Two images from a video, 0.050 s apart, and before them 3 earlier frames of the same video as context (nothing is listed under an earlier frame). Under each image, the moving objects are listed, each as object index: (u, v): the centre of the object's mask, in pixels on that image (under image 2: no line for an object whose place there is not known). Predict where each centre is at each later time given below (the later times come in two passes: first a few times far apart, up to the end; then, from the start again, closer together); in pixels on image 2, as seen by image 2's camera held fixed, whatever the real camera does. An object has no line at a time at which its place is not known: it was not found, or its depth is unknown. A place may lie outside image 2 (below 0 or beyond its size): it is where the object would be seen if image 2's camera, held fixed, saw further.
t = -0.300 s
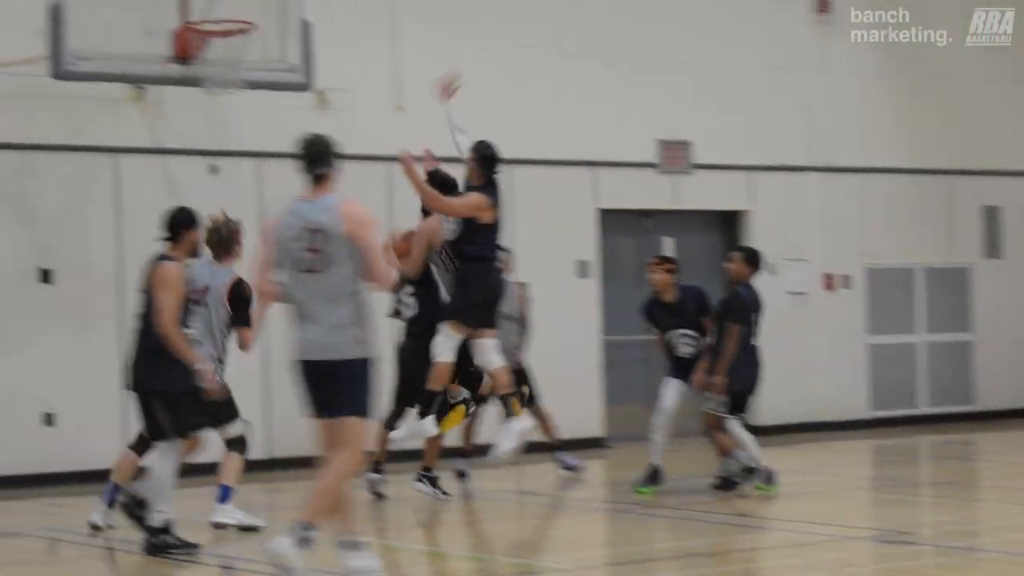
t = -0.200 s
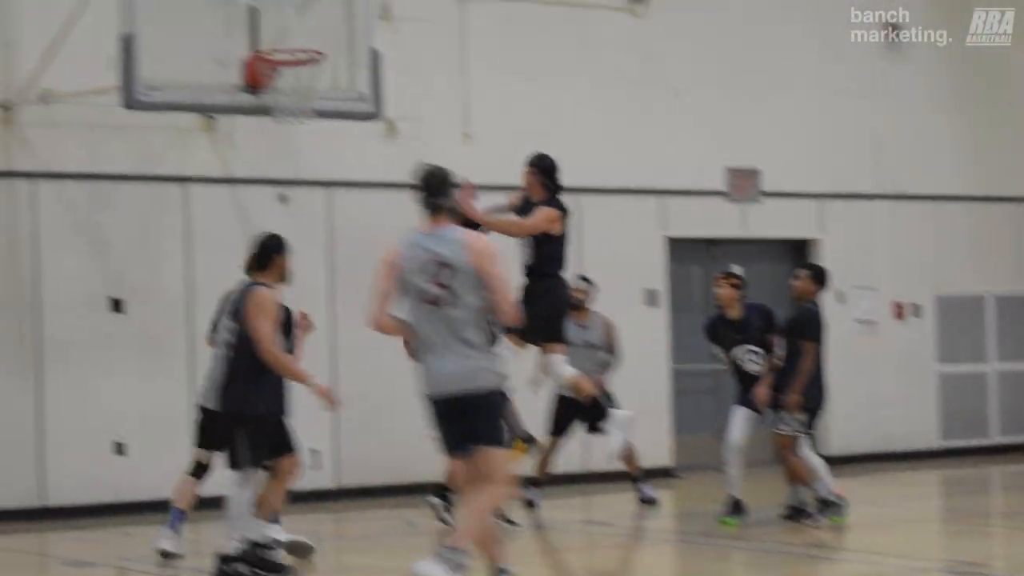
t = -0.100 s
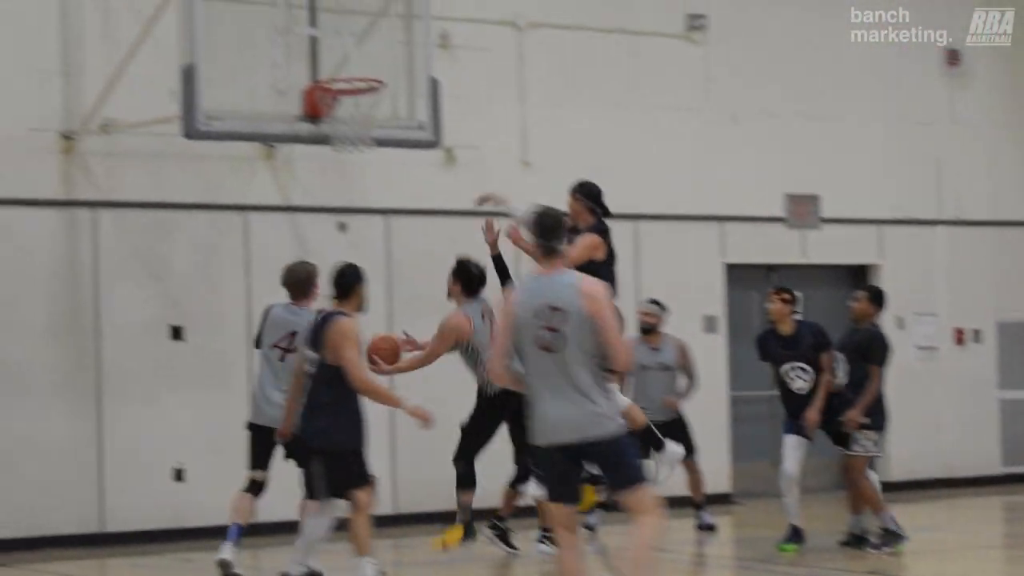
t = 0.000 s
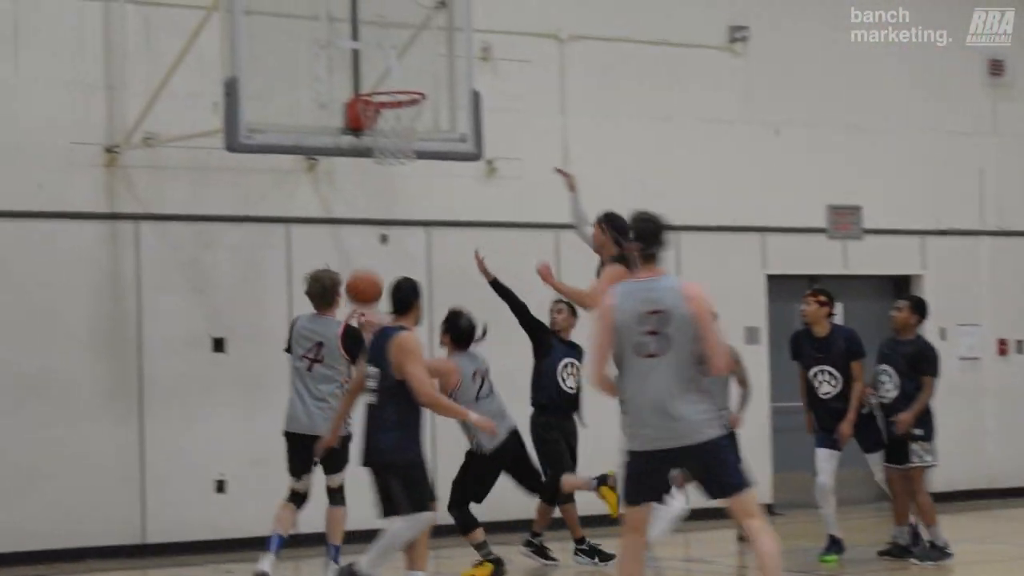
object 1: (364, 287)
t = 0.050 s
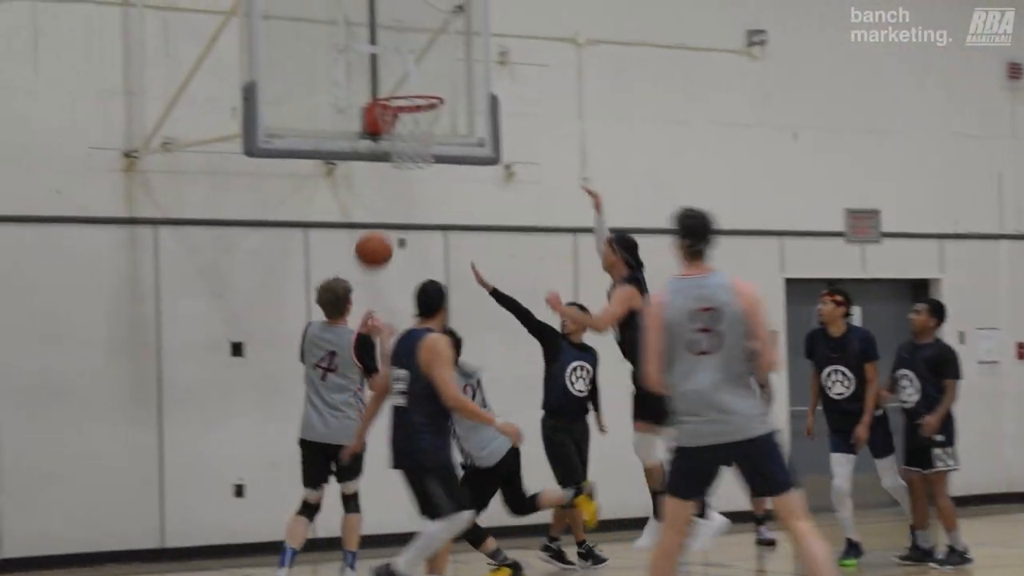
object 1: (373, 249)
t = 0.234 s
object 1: (345, 126)
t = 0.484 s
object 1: (310, 42)
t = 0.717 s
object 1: (373, 59)
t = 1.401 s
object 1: (412, 189)
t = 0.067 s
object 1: (371, 236)
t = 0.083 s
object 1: (368, 223)
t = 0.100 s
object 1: (366, 211)
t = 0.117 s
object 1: (364, 198)
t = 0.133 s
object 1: (361, 187)
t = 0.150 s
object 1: (359, 176)
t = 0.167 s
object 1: (356, 165)
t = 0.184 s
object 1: (353, 155)
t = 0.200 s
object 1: (350, 145)
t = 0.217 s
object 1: (348, 135)
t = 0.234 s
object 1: (345, 126)
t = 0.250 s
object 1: (343, 118)
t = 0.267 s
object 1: (341, 110)
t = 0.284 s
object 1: (338, 102)
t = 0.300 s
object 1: (335, 94)
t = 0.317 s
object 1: (333, 88)
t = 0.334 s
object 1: (330, 81)
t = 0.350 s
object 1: (328, 75)
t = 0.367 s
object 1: (325, 69)
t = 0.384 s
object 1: (323, 64)
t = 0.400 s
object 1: (321, 59)
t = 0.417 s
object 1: (318, 55)
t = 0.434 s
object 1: (316, 51)
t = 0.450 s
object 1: (314, 47)
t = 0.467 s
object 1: (312, 44)
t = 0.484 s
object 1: (310, 42)
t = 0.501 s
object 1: (312, 40)
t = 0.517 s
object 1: (316, 39)
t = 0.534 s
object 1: (321, 38)
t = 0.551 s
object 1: (326, 38)
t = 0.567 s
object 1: (330, 38)
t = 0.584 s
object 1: (335, 39)
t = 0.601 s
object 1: (340, 39)
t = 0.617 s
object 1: (344, 41)
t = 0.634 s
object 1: (349, 43)
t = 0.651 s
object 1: (354, 45)
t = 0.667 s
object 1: (358, 48)
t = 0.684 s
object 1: (364, 52)
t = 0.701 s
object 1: (369, 55)
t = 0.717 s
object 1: (373, 59)
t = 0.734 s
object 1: (378, 63)
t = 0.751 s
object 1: (383, 68)
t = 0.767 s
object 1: (388, 73)
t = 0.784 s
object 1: (393, 78)
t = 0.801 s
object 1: (398, 83)
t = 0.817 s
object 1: (402, 86)
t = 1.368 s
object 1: (408, 182)
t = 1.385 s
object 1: (409, 186)
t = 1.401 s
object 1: (412, 189)
